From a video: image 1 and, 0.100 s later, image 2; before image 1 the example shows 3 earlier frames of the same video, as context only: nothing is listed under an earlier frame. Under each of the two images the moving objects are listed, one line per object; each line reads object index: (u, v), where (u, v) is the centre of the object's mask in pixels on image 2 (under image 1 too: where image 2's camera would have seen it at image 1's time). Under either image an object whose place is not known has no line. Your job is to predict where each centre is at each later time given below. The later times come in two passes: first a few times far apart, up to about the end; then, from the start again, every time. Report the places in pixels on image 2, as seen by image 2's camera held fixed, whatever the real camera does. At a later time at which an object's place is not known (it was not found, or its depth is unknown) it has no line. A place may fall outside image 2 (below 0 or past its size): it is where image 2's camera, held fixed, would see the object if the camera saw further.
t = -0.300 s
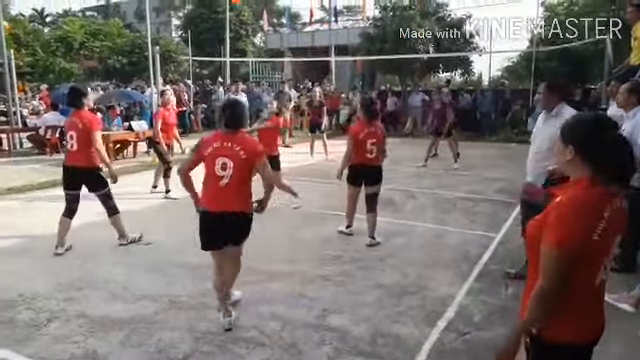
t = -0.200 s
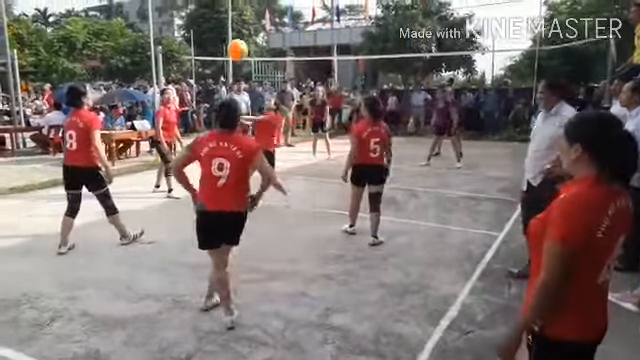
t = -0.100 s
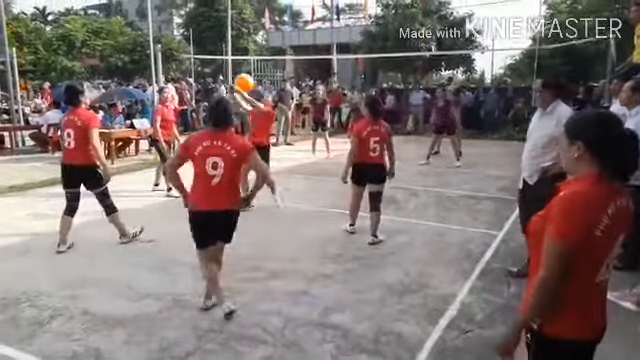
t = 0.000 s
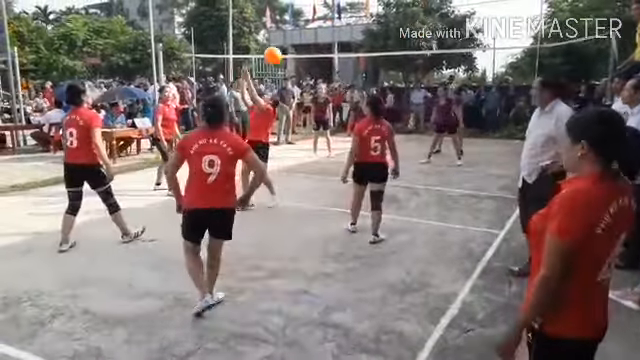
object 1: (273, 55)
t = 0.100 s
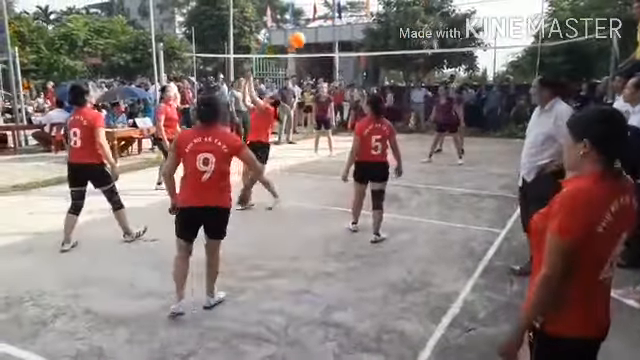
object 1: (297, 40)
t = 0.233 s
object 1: (322, 32)
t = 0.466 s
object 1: (362, 47)
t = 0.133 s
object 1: (304, 37)
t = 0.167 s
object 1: (311, 36)
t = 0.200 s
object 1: (318, 33)
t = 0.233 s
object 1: (322, 32)
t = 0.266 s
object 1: (326, 33)
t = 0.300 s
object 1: (336, 34)
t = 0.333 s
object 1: (342, 36)
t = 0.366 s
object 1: (348, 39)
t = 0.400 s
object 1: (352, 41)
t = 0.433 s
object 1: (358, 44)
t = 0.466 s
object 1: (362, 47)
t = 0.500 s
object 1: (366, 53)
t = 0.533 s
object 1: (371, 60)
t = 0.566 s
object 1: (375, 64)
